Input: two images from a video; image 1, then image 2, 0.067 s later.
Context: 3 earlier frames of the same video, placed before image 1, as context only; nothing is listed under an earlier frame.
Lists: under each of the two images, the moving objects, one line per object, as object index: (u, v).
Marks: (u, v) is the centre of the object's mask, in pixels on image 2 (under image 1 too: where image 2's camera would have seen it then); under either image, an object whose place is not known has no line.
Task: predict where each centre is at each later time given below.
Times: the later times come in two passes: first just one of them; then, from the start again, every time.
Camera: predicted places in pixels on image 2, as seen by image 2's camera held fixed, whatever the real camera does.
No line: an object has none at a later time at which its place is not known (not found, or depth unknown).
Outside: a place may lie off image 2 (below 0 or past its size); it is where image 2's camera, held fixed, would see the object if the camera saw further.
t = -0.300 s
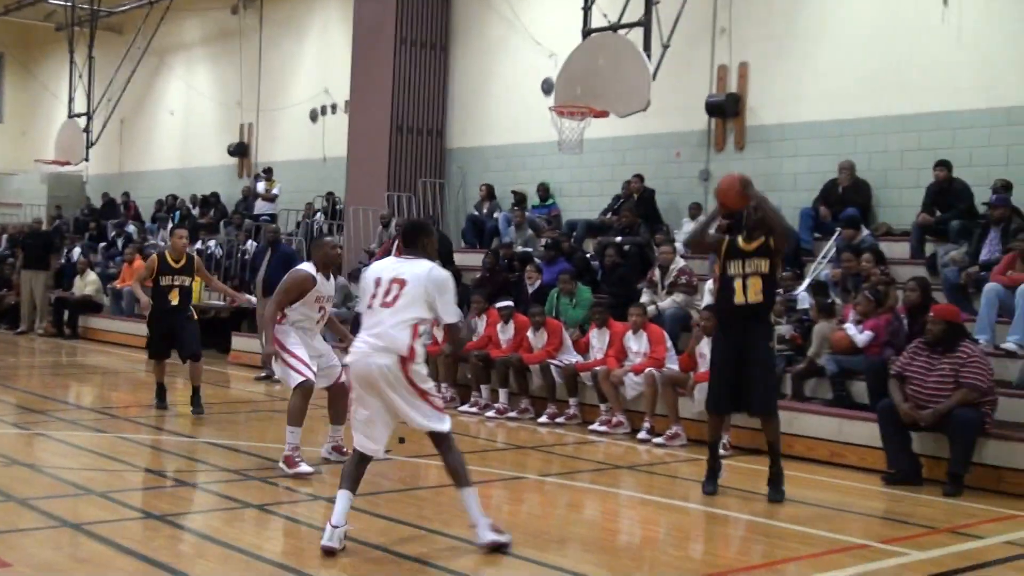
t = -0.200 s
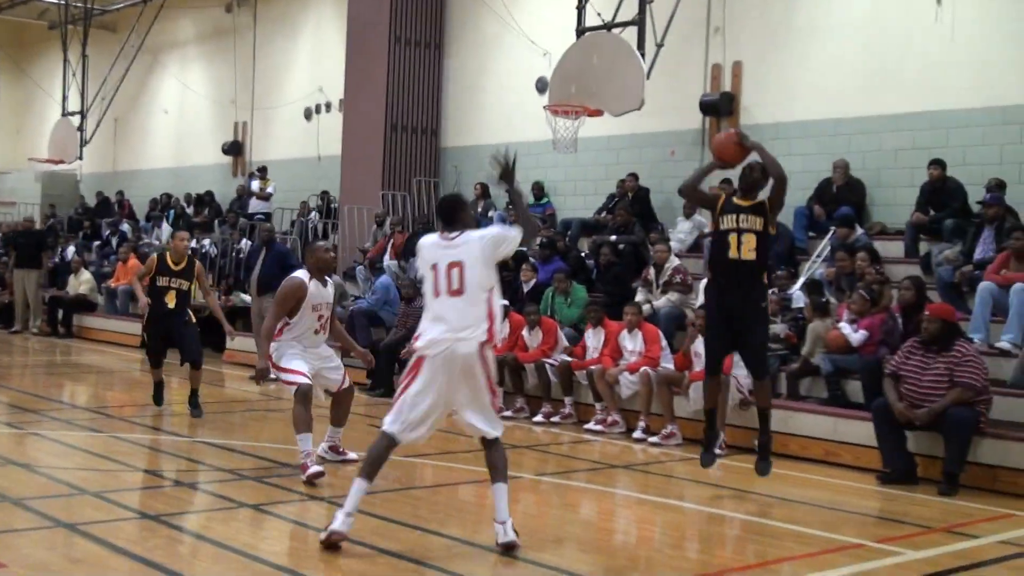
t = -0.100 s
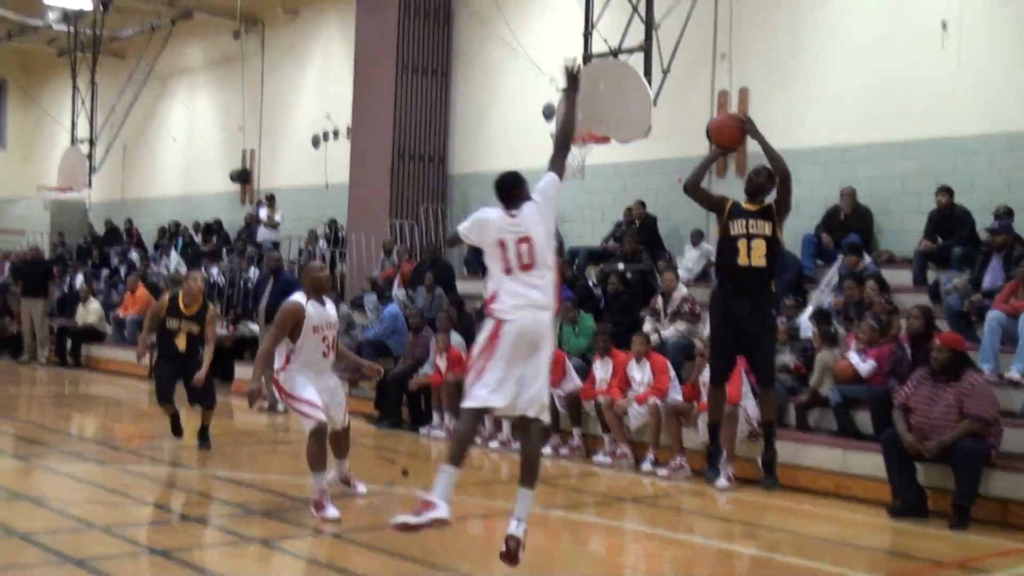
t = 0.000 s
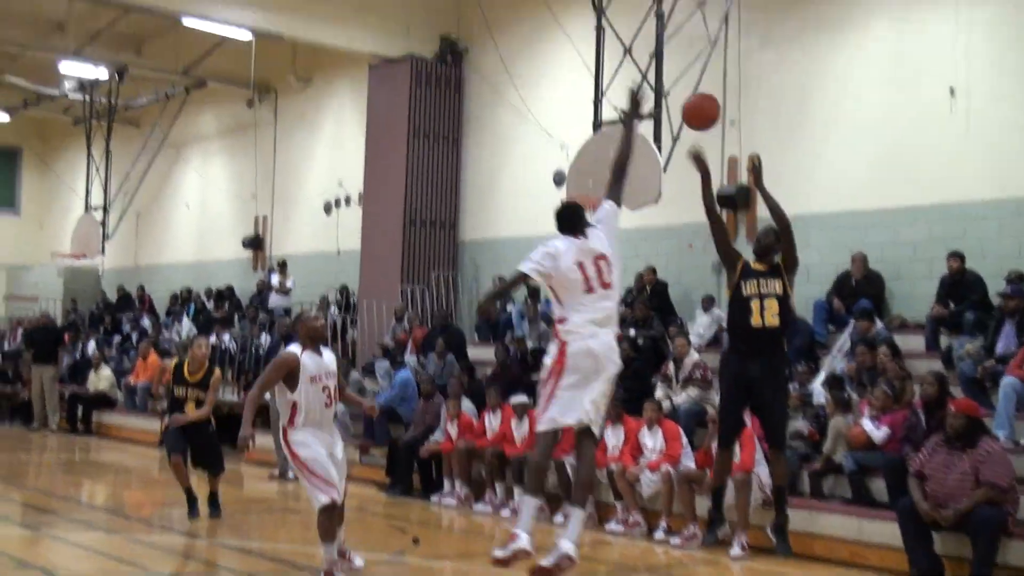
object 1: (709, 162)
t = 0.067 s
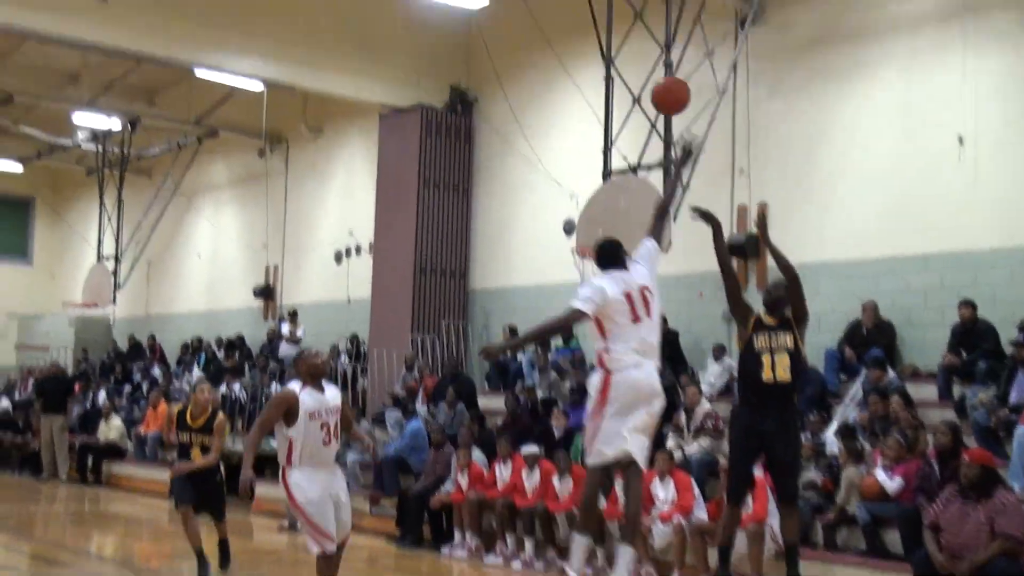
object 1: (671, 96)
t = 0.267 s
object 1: (540, -75)
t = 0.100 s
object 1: (651, 64)
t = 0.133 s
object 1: (630, 33)
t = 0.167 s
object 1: (608, 5)
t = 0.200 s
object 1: (586, -23)
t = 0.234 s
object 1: (563, -50)
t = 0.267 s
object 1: (540, -75)
